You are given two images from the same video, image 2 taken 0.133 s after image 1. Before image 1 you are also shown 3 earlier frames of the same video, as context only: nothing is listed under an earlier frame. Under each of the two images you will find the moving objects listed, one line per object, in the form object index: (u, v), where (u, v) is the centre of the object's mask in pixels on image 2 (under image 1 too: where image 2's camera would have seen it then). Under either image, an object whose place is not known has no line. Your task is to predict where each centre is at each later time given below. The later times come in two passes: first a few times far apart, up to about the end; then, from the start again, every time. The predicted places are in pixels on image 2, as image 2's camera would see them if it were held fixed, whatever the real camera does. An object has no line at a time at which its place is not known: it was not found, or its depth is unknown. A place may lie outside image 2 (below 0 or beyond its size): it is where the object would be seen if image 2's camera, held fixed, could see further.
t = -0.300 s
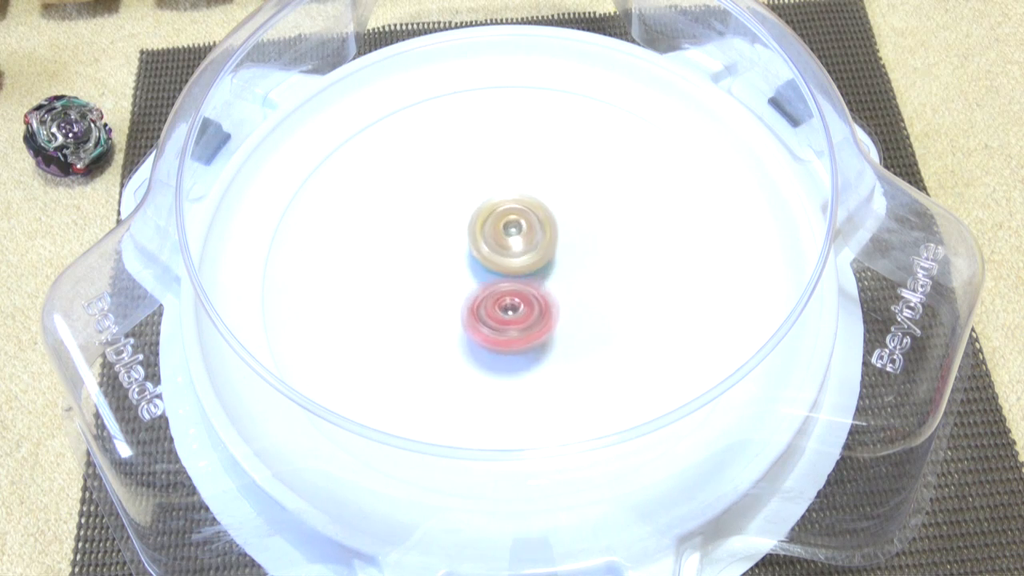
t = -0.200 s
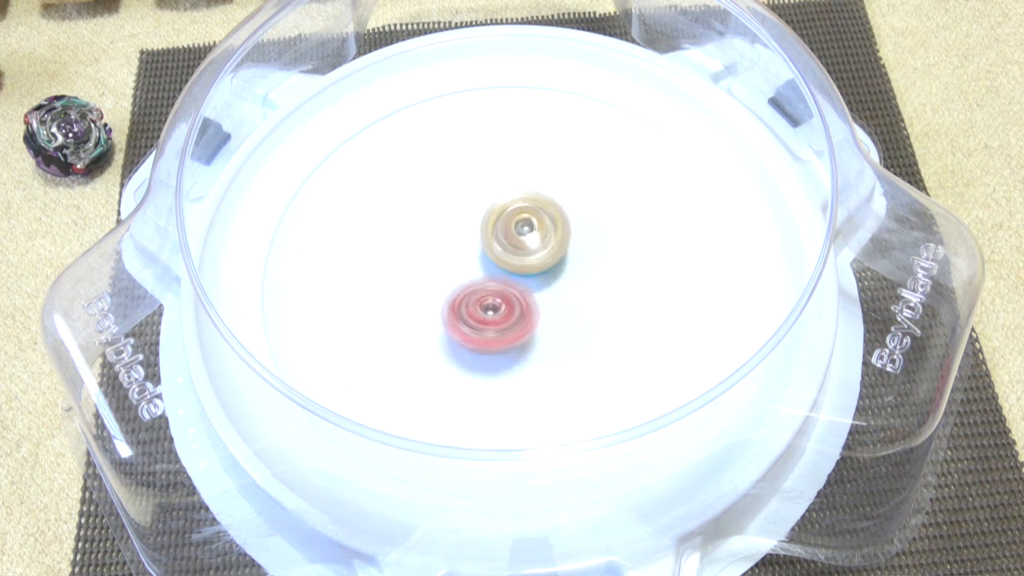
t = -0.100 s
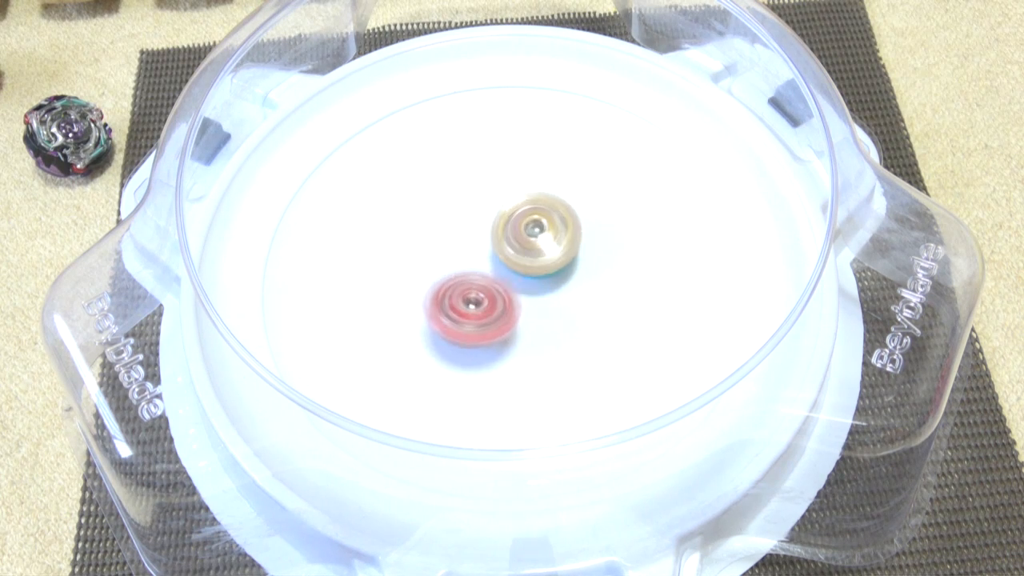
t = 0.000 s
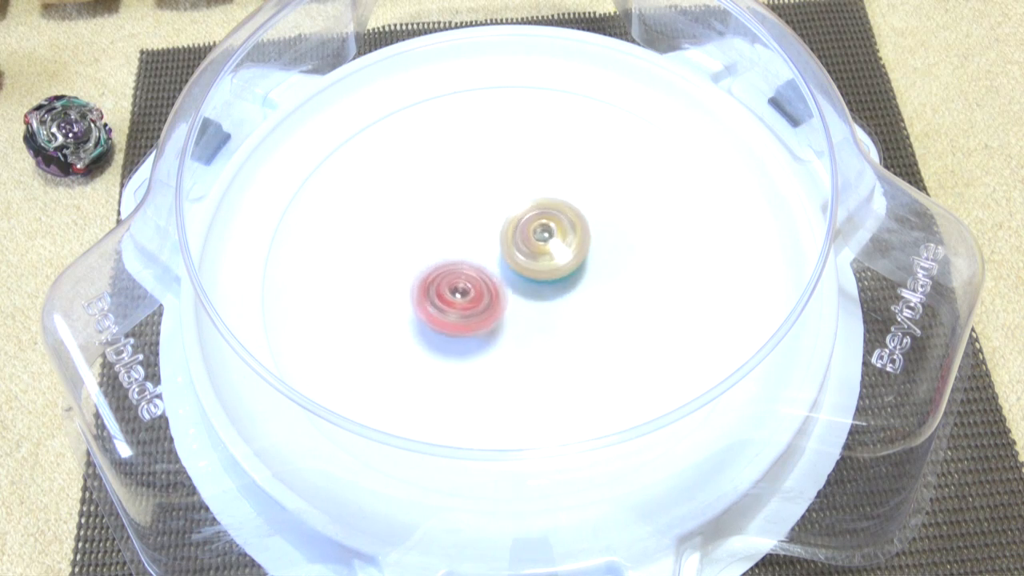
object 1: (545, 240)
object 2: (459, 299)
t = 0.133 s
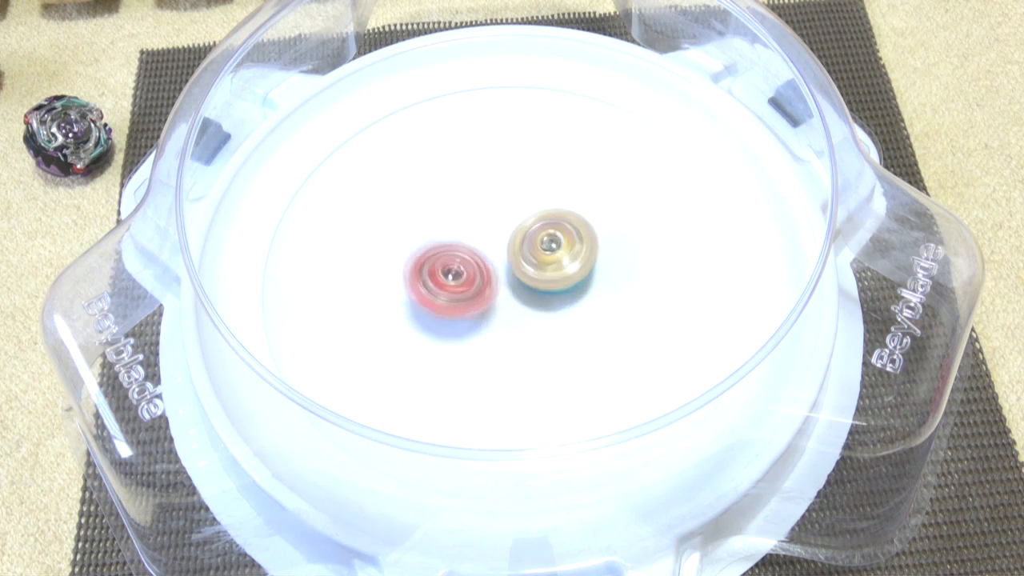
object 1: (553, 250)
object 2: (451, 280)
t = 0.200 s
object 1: (554, 257)
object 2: (450, 270)
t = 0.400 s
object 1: (561, 282)
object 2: (447, 236)
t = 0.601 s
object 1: (549, 300)
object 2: (467, 222)
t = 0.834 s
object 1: (516, 313)
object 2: (512, 219)
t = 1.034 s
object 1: (489, 316)
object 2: (544, 222)
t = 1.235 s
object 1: (472, 300)
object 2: (561, 247)
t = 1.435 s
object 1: (453, 276)
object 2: (585, 278)
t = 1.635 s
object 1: (461, 256)
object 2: (571, 301)
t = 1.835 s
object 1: (487, 244)
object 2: (537, 311)
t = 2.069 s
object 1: (516, 189)
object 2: (495, 374)
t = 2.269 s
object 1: (536, 208)
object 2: (466, 347)
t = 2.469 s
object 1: (549, 262)
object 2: (451, 289)
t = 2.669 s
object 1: (549, 319)
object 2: (463, 223)
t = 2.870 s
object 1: (529, 342)
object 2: (495, 193)
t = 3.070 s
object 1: (505, 335)
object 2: (538, 202)
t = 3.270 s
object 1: (480, 297)
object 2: (571, 242)
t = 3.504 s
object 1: (467, 240)
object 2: (576, 302)
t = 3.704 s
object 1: (485, 219)
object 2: (542, 333)
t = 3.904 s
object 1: (514, 224)
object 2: (493, 329)
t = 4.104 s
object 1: (546, 250)
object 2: (451, 294)
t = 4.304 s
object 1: (563, 285)
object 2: (445, 249)
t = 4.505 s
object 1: (548, 308)
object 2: (476, 219)
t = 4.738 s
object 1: (507, 311)
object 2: (533, 220)
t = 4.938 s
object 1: (473, 292)
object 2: (569, 249)
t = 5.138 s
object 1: (467, 264)
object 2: (572, 289)
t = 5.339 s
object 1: (486, 243)
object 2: (541, 315)
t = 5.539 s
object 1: (519, 240)
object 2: (491, 317)
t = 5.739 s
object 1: (552, 251)
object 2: (451, 296)
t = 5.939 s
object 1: (557, 274)
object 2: (452, 260)
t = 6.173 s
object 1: (546, 326)
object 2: (478, 201)
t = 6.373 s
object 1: (513, 337)
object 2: (515, 183)
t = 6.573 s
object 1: (480, 309)
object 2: (559, 213)
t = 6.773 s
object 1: (470, 265)
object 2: (576, 273)
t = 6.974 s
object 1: (494, 237)
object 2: (552, 327)
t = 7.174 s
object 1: (525, 242)
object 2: (500, 343)
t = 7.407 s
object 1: (540, 274)
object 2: (450, 304)
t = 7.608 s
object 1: (541, 288)
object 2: (432, 252)
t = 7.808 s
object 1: (516, 286)
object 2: (466, 214)
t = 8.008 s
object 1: (509, 283)
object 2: (523, 199)
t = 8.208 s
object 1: (503, 278)
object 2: (577, 222)
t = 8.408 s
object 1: (494, 279)
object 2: (597, 270)
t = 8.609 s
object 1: (484, 270)
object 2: (573, 320)
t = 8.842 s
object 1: (502, 242)
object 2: (513, 352)
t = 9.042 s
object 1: (531, 235)
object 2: (469, 328)
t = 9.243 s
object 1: (581, 278)
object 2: (437, 270)
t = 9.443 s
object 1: (598, 319)
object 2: (445, 256)
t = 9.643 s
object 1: (575, 317)
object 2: (466, 257)
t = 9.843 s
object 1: (564, 309)
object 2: (493, 247)
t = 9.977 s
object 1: (554, 304)
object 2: (495, 251)
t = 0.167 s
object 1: (553, 254)
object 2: (450, 275)
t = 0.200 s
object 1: (554, 257)
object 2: (450, 270)
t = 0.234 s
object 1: (554, 261)
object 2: (451, 265)
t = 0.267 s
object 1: (554, 264)
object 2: (453, 260)
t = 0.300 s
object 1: (553, 268)
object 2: (455, 255)
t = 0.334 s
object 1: (557, 273)
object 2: (452, 248)
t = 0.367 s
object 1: (561, 278)
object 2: (448, 241)
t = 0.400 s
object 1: (561, 282)
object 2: (447, 236)
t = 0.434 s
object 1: (560, 286)
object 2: (448, 232)
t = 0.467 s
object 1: (559, 289)
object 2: (451, 229)
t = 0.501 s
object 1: (557, 293)
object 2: (454, 226)
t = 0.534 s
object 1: (555, 295)
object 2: (458, 224)
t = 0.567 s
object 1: (552, 298)
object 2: (462, 223)
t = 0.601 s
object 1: (549, 300)
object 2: (467, 222)
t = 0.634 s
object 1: (545, 302)
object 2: (472, 221)
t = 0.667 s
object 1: (541, 304)
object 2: (478, 221)
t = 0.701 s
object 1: (536, 305)
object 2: (484, 221)
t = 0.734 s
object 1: (532, 306)
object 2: (490, 222)
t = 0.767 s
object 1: (527, 307)
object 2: (498, 223)
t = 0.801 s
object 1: (522, 307)
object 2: (505, 224)
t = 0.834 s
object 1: (516, 313)
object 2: (512, 219)
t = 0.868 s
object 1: (511, 317)
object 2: (519, 216)
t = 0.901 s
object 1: (506, 317)
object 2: (525, 216)
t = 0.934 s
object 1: (502, 318)
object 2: (530, 216)
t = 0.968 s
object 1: (497, 318)
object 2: (535, 217)
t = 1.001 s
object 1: (493, 317)
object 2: (540, 219)
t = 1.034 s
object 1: (489, 316)
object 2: (544, 222)
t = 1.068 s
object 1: (485, 314)
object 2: (548, 224)
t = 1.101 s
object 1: (481, 312)
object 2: (552, 228)
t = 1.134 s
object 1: (478, 310)
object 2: (555, 232)
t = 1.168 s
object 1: (476, 307)
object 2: (558, 236)
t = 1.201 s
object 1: (473, 304)
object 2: (560, 241)
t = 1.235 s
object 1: (472, 300)
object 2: (561, 247)
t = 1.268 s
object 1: (471, 296)
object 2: (563, 253)
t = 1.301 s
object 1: (470, 292)
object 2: (564, 259)
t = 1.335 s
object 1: (469, 289)
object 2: (565, 265)
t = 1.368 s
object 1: (460, 285)
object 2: (576, 269)
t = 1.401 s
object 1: (455, 281)
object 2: (582, 274)
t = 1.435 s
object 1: (453, 276)
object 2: (585, 278)
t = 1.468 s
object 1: (453, 273)
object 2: (586, 282)
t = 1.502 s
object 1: (453, 269)
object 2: (584, 287)
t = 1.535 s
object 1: (454, 265)
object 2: (582, 291)
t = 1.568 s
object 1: (456, 262)
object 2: (579, 295)
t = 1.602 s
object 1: (458, 259)
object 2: (575, 298)
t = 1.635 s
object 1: (461, 256)
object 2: (571, 301)
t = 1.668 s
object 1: (464, 254)
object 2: (567, 303)
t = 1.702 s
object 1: (468, 251)
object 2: (562, 305)
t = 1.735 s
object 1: (472, 249)
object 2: (556, 307)
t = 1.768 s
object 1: (477, 247)
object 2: (550, 308)
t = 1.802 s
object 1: (482, 246)
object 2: (544, 309)
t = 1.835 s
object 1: (487, 244)
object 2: (537, 311)
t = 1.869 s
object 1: (491, 231)
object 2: (532, 330)
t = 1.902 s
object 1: (495, 214)
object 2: (527, 349)
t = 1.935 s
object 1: (499, 200)
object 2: (521, 361)
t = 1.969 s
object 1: (504, 191)
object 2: (514, 370)
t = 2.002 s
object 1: (509, 189)
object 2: (507, 374)
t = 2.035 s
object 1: (512, 188)
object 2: (501, 375)
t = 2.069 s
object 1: (516, 189)
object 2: (495, 374)
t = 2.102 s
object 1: (520, 190)
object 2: (490, 373)
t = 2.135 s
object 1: (524, 193)
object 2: (485, 369)
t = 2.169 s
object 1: (527, 195)
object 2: (480, 365)
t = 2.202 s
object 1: (531, 198)
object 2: (476, 360)
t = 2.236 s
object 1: (534, 203)
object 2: (471, 353)
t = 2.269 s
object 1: (536, 208)
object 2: (466, 347)
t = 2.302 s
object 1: (539, 215)
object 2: (462, 339)
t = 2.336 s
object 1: (542, 223)
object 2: (458, 330)
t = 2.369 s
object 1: (544, 231)
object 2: (455, 321)
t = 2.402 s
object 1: (546, 241)
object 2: (455, 310)
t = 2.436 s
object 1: (547, 251)
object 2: (452, 300)
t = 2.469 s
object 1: (549, 262)
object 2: (451, 289)
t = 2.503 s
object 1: (551, 273)
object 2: (452, 278)
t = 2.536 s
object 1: (551, 283)
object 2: (452, 266)
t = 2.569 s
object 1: (552, 293)
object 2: (453, 255)
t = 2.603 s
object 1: (552, 302)
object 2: (457, 244)
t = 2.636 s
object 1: (550, 310)
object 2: (460, 232)
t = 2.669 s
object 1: (549, 319)
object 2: (463, 223)
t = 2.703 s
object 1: (547, 326)
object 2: (468, 214)
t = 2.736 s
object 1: (544, 330)
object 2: (472, 207)
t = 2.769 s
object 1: (541, 336)
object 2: (478, 202)
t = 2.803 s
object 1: (538, 339)
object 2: (485, 198)
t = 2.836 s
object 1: (533, 340)
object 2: (489, 194)
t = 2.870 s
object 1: (529, 342)
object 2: (495, 193)
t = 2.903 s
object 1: (525, 342)
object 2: (502, 191)
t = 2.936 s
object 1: (521, 342)
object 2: (508, 192)
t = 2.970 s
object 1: (517, 342)
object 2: (515, 193)
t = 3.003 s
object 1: (513, 340)
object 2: (522, 195)
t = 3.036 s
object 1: (509, 339)
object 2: (529, 198)
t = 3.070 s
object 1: (505, 335)
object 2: (538, 202)
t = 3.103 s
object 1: (501, 331)
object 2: (544, 206)
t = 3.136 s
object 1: (496, 326)
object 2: (551, 212)
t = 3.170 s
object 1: (492, 320)
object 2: (558, 218)
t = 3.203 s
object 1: (488, 313)
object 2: (564, 226)
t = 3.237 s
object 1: (484, 305)
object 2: (568, 233)
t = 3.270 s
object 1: (480, 297)
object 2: (571, 242)
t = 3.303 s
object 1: (476, 288)
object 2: (573, 250)
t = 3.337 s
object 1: (473, 280)
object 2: (576, 260)
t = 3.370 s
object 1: (470, 271)
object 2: (578, 268)
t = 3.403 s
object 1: (468, 262)
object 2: (579, 276)
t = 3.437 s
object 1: (466, 254)
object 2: (579, 285)
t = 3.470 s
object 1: (466, 247)
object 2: (578, 294)
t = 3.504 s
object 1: (467, 240)
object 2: (576, 302)
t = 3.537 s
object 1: (468, 234)
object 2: (572, 310)
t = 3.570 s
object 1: (470, 229)
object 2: (569, 315)
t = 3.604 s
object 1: (473, 225)
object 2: (563, 321)
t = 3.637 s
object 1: (477, 222)
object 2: (557, 326)
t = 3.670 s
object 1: (481, 221)
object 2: (549, 330)
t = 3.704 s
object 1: (485, 219)
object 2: (542, 333)
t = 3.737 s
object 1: (489, 219)
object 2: (535, 334)
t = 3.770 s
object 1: (494, 219)
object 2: (526, 335)
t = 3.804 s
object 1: (498, 219)
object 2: (518, 335)
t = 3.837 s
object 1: (503, 220)
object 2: (508, 334)
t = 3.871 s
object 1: (508, 222)
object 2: (500, 332)
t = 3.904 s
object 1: (514, 224)
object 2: (493, 329)
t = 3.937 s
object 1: (519, 227)
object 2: (483, 324)
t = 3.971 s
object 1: (525, 231)
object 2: (476, 320)
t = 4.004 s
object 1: (530, 235)
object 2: (467, 315)
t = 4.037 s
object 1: (536, 239)
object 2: (462, 309)
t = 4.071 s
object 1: (541, 245)
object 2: (456, 302)
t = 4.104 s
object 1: (546, 250)
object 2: (451, 294)
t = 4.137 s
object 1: (551, 256)
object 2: (448, 287)
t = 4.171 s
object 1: (555, 262)
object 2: (445, 280)
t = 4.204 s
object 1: (559, 268)
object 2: (445, 272)
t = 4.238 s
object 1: (561, 274)
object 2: (443, 264)
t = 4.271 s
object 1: (562, 280)
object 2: (446, 256)
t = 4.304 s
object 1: (563, 285)
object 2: (445, 249)
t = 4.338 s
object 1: (562, 290)
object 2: (450, 242)
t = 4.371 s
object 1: (560, 294)
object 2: (453, 235)
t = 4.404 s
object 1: (559, 299)
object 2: (458, 231)
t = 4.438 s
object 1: (555, 302)
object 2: (462, 226)
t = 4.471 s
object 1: (552, 305)
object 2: (470, 224)
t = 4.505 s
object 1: (548, 308)
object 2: (476, 219)
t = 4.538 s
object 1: (543, 310)
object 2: (483, 217)
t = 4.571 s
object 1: (538, 312)
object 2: (490, 215)
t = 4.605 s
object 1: (532, 313)
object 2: (498, 214)
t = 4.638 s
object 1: (526, 313)
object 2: (508, 215)
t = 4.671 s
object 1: (520, 313)
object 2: (517, 215)
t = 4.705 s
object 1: (513, 313)
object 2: (525, 216)
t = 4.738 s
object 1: (507, 311)
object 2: (533, 220)
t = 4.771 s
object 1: (500, 309)
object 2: (540, 222)
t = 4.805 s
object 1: (493, 306)
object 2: (548, 226)
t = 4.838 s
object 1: (487, 303)
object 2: (554, 231)
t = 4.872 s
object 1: (482, 300)
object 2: (560, 238)
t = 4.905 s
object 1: (477, 295)
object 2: (565, 243)
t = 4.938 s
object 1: (473, 292)
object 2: (569, 249)
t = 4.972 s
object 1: (470, 287)
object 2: (572, 256)
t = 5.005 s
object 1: (468, 282)
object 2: (573, 263)
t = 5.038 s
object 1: (466, 277)
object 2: (575, 269)
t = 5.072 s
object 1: (466, 273)
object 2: (575, 275)
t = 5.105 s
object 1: (466, 268)
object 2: (574, 281)
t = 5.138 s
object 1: (467, 264)
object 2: (572, 289)
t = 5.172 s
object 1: (469, 259)
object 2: (570, 294)
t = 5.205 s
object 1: (472, 255)
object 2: (566, 300)
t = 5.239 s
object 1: (474, 251)
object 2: (561, 304)
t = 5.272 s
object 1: (477, 248)
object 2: (556, 309)
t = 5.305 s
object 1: (482, 246)
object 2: (550, 313)
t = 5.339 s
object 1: (486, 243)
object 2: (541, 315)
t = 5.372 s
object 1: (491, 241)
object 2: (534, 318)
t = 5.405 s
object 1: (497, 240)
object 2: (525, 320)
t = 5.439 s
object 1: (502, 240)
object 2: (518, 320)
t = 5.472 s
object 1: (507, 239)
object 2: (508, 319)
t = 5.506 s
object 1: (513, 239)
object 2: (499, 319)
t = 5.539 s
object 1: (519, 240)
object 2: (491, 317)
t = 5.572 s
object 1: (526, 240)
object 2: (482, 316)
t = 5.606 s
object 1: (533, 241)
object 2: (473, 313)
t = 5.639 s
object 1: (539, 243)
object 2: (464, 311)
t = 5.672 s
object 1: (543, 244)
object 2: (460, 307)
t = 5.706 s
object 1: (548, 247)
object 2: (455, 301)
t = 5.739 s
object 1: (552, 251)
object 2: (451, 296)
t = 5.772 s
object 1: (554, 254)
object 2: (448, 291)
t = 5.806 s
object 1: (556, 258)
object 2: (448, 284)
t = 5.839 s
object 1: (558, 262)
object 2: (447, 278)
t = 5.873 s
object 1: (558, 266)
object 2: (447, 272)
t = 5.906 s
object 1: (558, 270)
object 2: (451, 267)
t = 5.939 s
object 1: (557, 274)
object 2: (452, 260)
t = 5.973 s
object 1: (555, 278)
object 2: (456, 254)
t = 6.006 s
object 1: (552, 282)
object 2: (460, 249)
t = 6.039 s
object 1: (549, 285)
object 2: (465, 242)
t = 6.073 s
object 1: (546, 290)
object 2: (470, 238)
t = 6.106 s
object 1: (549, 305)
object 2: (469, 222)
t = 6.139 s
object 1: (550, 316)
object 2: (472, 208)
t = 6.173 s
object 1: (546, 326)
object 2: (478, 201)
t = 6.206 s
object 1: (543, 333)
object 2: (482, 192)
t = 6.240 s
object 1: (537, 336)
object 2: (487, 187)
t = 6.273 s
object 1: (532, 338)
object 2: (496, 184)
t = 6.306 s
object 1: (526, 339)
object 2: (501, 181)
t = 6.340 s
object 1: (519, 339)
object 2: (508, 181)
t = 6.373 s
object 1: (513, 337)
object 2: (515, 183)
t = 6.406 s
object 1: (506, 335)
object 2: (522, 186)
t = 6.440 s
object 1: (500, 331)
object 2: (528, 191)
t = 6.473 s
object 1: (495, 327)
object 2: (537, 194)
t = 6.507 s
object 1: (490, 321)
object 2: (545, 200)
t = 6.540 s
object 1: (485, 315)
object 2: (552, 208)
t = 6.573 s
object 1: (480, 309)
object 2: (559, 213)
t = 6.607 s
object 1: (475, 302)
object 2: (564, 222)
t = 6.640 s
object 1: (472, 294)
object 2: (570, 232)
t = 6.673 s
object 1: (469, 286)
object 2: (572, 241)
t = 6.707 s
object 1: (468, 278)
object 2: (574, 252)
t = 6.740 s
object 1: (469, 271)
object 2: (575, 264)
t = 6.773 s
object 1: (470, 265)
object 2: (576, 273)
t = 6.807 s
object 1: (472, 259)
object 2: (575, 282)
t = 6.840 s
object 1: (475, 252)
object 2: (573, 293)
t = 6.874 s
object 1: (479, 247)
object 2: (569, 302)
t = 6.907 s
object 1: (483, 243)
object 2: (565, 310)
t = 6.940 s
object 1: (489, 239)
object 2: (560, 320)
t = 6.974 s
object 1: (494, 237)
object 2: (552, 327)
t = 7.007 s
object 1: (500, 236)
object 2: (544, 333)
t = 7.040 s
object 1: (506, 235)
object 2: (537, 338)
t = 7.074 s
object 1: (511, 236)
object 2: (526, 341)
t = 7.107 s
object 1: (516, 237)
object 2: (517, 343)
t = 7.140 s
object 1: (520, 240)
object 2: (509, 344)
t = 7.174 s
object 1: (525, 242)
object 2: (500, 343)
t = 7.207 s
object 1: (529, 246)
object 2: (491, 340)
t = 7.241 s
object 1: (533, 250)
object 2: (482, 337)
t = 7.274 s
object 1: (535, 255)
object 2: (475, 332)
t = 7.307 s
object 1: (538, 259)
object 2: (469, 327)
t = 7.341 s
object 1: (539, 264)
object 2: (460, 320)
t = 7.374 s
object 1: (540, 270)
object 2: (453, 312)
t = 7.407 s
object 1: (540, 274)
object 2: (450, 304)
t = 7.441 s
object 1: (545, 277)
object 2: (441, 296)
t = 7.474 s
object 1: (548, 280)
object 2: (434, 288)
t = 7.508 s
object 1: (547, 283)
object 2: (431, 279)
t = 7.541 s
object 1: (546, 285)
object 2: (430, 269)
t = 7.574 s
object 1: (544, 286)
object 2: (431, 261)
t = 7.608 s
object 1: (541, 288)
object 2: (432, 252)
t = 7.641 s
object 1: (537, 289)
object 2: (432, 244)
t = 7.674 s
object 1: (534, 289)
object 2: (437, 235)
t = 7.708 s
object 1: (529, 289)
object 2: (443, 228)
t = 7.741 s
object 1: (525, 288)
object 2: (451, 224)
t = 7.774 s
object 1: (520, 287)
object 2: (458, 220)
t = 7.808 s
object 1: (516, 286)
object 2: (466, 214)
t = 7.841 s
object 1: (514, 287)
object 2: (473, 208)
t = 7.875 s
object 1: (511, 288)
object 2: (482, 202)
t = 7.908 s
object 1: (509, 287)
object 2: (490, 199)
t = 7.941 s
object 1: (508, 285)
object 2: (504, 198)
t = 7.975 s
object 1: (508, 284)
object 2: (513, 198)
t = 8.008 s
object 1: (509, 283)
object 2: (523, 199)
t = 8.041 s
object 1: (508, 282)
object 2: (534, 201)
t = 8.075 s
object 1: (507, 281)
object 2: (543, 204)
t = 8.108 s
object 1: (505, 280)
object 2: (553, 206)
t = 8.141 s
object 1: (504, 278)
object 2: (563, 211)
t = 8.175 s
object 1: (503, 278)
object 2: (573, 216)
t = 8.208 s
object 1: (503, 278)
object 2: (577, 222)
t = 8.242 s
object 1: (504, 278)
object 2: (583, 229)
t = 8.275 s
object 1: (502, 279)
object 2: (588, 236)
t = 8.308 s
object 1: (500, 280)
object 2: (592, 244)
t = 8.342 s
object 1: (500, 279)
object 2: (594, 253)
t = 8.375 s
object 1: (499, 279)
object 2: (595, 261)
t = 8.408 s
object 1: (494, 279)
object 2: (597, 270)
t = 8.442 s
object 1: (491, 278)
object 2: (594, 281)
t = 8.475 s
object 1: (492, 277)
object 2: (589, 289)
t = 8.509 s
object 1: (492, 277)
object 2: (585, 296)
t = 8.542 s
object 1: (490, 276)
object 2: (582, 304)
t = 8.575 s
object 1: (485, 273)
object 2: (578, 312)
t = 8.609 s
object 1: (484, 270)
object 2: (573, 320)
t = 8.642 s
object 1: (486, 268)
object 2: (566, 324)
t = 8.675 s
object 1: (488, 267)
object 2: (559, 330)
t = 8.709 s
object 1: (490, 266)
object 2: (550, 333)
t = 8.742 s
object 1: (492, 264)
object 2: (540, 335)
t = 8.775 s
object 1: (495, 260)
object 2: (532, 340)
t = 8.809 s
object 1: (498, 250)
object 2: (522, 349)
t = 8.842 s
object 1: (502, 242)
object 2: (513, 352)
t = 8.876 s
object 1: (508, 237)
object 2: (503, 352)
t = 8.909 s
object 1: (513, 233)
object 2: (494, 349)
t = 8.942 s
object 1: (519, 231)
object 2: (486, 346)
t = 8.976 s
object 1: (523, 232)
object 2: (478, 341)
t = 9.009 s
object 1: (527, 233)
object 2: (473, 335)
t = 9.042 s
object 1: (531, 235)
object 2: (469, 328)
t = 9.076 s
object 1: (535, 238)
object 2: (467, 321)
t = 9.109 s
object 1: (538, 241)
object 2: (465, 312)
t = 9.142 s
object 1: (541, 246)
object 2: (466, 304)
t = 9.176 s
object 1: (543, 252)
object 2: (466, 293)
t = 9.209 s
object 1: (562, 268)
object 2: (448, 283)
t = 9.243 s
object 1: (581, 278)
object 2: (437, 270)
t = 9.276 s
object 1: (594, 289)
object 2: (431, 257)
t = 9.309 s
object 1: (604, 301)
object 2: (427, 252)
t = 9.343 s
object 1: (608, 308)
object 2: (431, 247)
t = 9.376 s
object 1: (609, 313)
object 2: (438, 248)
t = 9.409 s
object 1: (604, 317)
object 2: (442, 253)
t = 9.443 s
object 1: (598, 319)
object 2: (445, 256)
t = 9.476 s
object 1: (590, 319)
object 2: (452, 260)
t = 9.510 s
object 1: (582, 318)
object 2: (457, 265)
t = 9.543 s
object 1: (572, 313)
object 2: (465, 273)
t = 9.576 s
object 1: (564, 308)
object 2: (475, 277)
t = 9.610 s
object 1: (570, 313)
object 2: (468, 268)
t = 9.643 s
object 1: (575, 317)
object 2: (466, 257)
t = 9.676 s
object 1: (578, 320)
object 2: (467, 252)
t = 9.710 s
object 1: (578, 320)
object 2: (468, 246)
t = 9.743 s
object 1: (575, 320)
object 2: (476, 243)
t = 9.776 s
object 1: (572, 317)
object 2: (484, 246)
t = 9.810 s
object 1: (568, 313)
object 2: (487, 246)
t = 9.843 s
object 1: (564, 309)
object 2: (493, 247)
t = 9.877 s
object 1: (560, 304)
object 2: (499, 252)
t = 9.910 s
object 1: (557, 302)
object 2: (498, 255)
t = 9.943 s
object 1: (558, 304)
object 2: (495, 254)
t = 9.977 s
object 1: (554, 304)
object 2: (495, 251)
